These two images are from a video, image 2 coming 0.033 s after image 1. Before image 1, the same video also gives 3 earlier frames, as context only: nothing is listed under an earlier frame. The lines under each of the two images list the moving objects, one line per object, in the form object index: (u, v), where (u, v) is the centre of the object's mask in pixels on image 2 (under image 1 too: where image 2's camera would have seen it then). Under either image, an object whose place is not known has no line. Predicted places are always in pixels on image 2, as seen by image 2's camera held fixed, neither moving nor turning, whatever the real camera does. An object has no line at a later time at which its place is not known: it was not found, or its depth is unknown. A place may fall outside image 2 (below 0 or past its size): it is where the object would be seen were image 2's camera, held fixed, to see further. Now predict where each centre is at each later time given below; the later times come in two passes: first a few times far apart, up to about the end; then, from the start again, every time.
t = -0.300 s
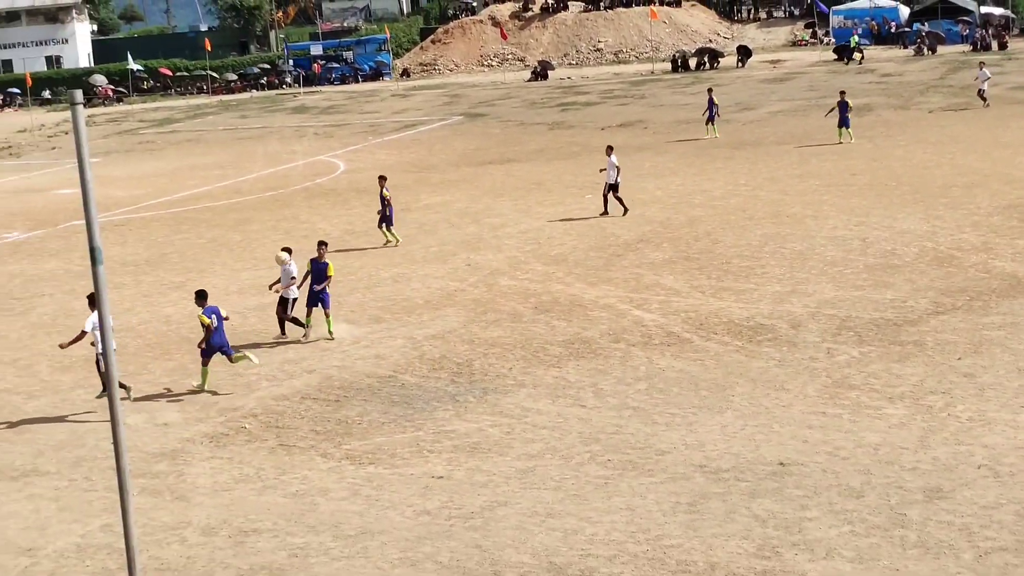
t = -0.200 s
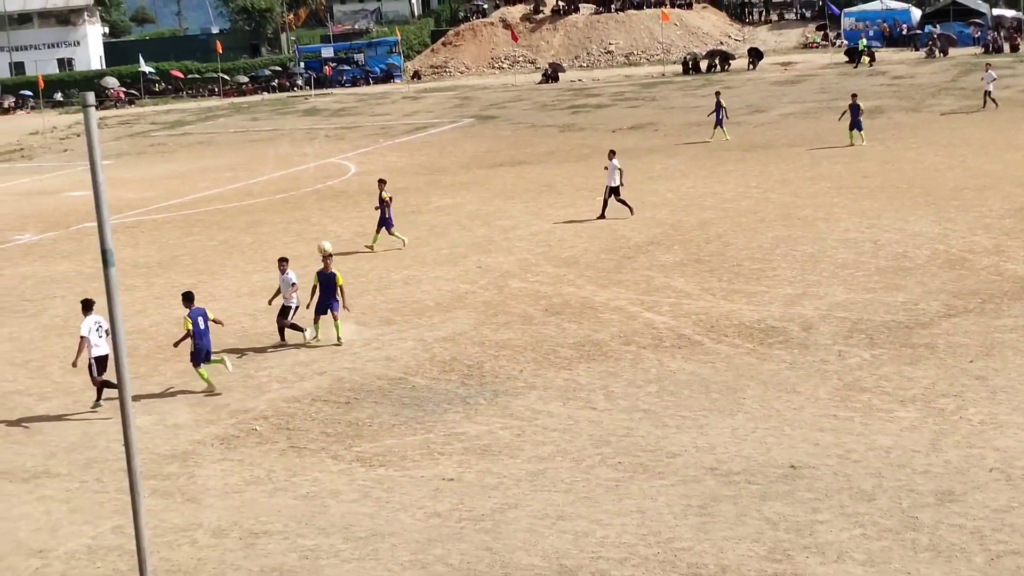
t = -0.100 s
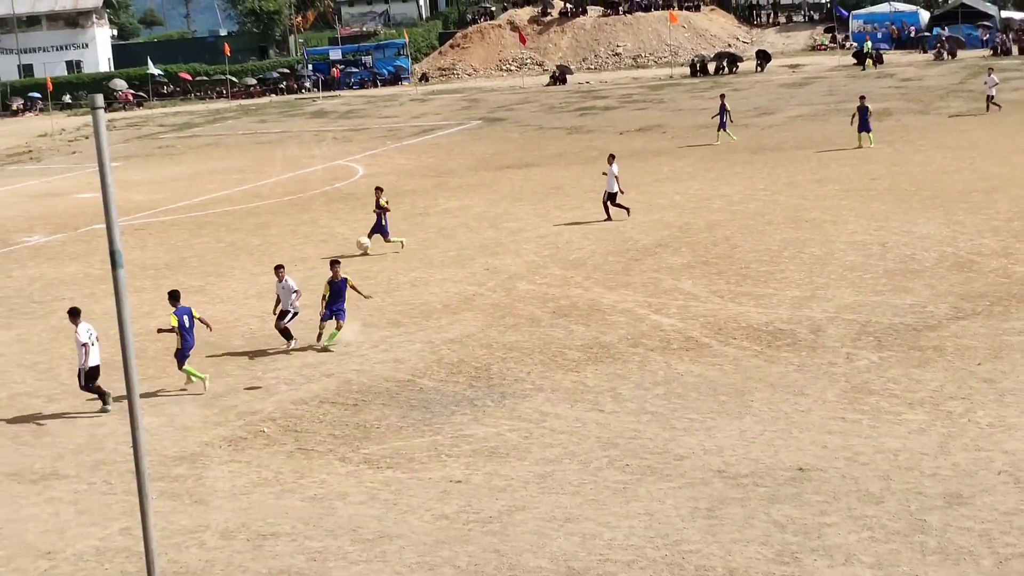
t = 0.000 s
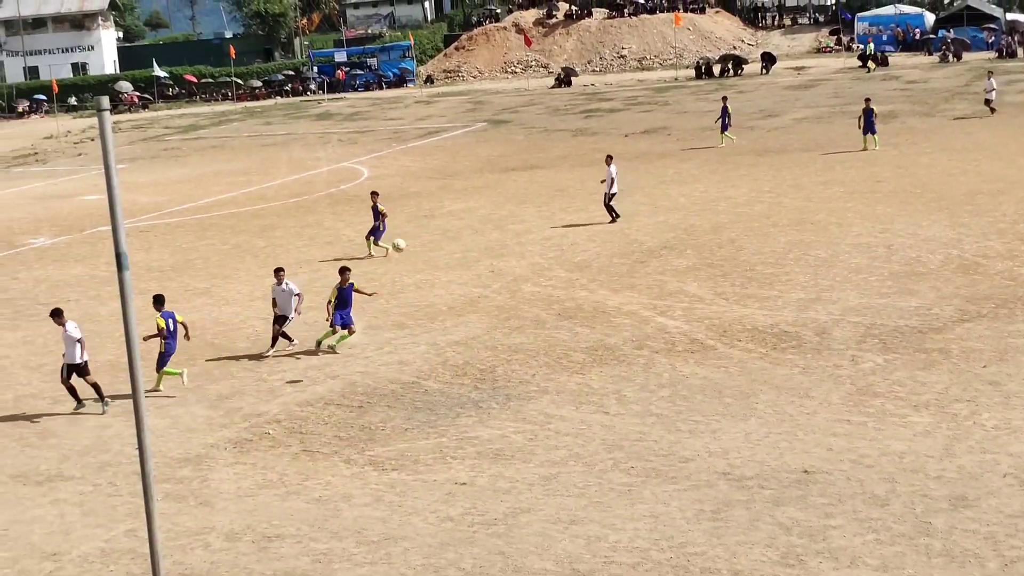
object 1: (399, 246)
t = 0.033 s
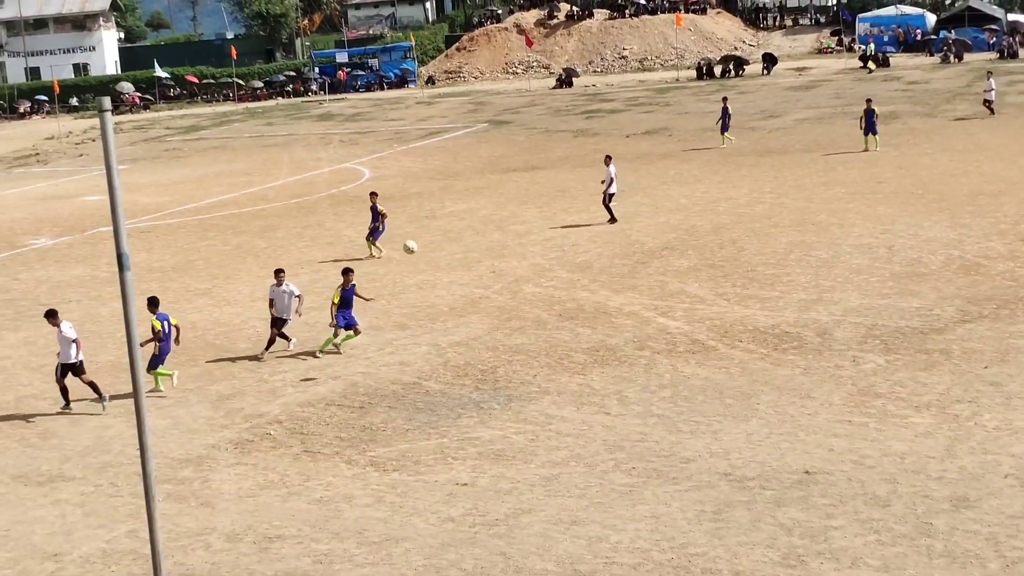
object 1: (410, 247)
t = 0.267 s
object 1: (480, 273)
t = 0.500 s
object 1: (547, 326)
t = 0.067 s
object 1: (420, 249)
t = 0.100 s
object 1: (431, 252)
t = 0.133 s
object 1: (441, 255)
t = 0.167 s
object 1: (450, 259)
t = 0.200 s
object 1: (460, 263)
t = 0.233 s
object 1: (470, 268)
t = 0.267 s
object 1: (480, 273)
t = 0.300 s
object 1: (489, 279)
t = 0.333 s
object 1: (499, 286)
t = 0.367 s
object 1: (509, 293)
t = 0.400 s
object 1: (518, 300)
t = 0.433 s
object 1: (528, 309)
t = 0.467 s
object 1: (537, 317)
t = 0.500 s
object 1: (547, 326)
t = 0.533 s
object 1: (556, 335)
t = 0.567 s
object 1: (559, 329)
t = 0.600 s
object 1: (562, 320)
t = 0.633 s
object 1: (564, 312)
